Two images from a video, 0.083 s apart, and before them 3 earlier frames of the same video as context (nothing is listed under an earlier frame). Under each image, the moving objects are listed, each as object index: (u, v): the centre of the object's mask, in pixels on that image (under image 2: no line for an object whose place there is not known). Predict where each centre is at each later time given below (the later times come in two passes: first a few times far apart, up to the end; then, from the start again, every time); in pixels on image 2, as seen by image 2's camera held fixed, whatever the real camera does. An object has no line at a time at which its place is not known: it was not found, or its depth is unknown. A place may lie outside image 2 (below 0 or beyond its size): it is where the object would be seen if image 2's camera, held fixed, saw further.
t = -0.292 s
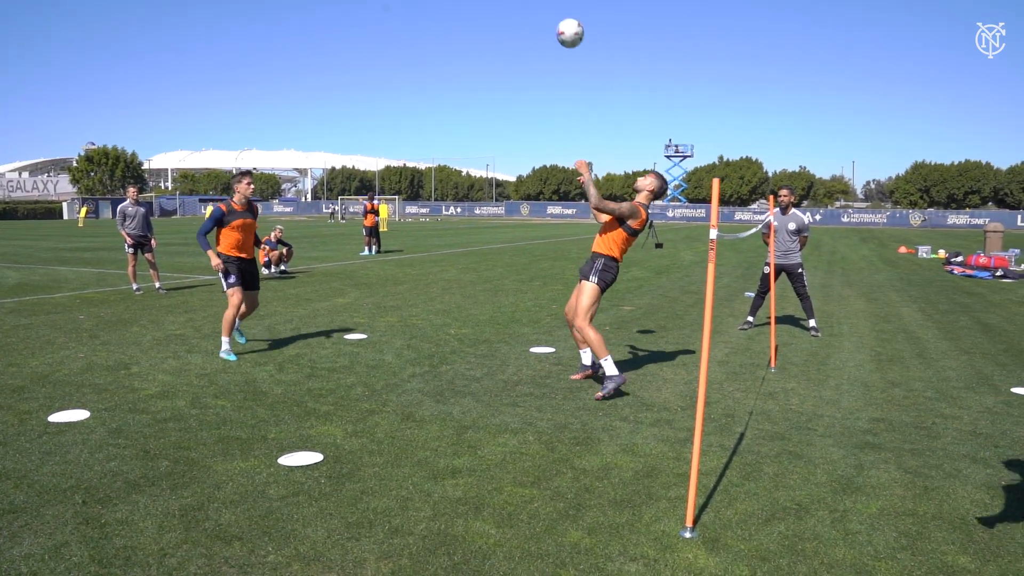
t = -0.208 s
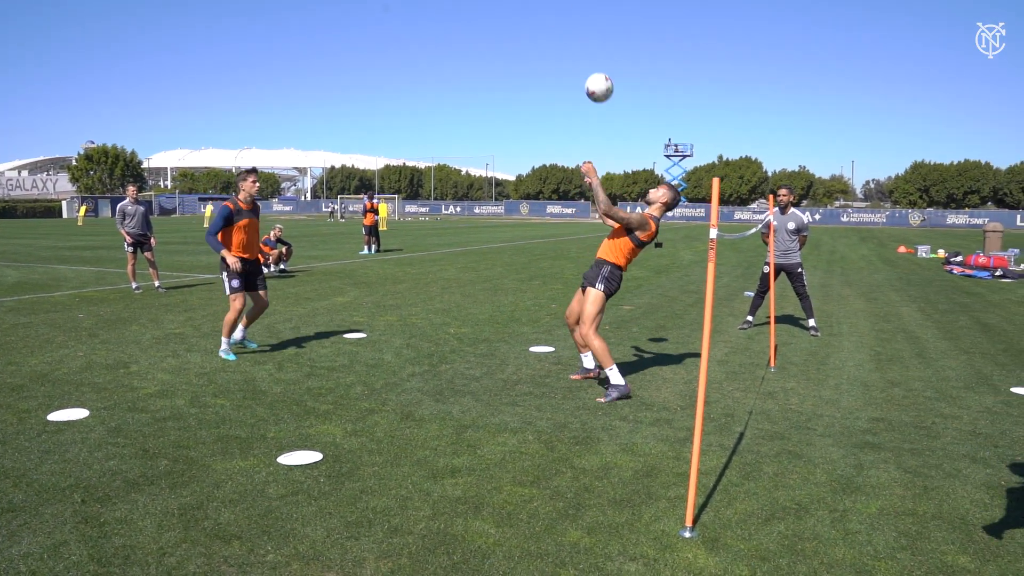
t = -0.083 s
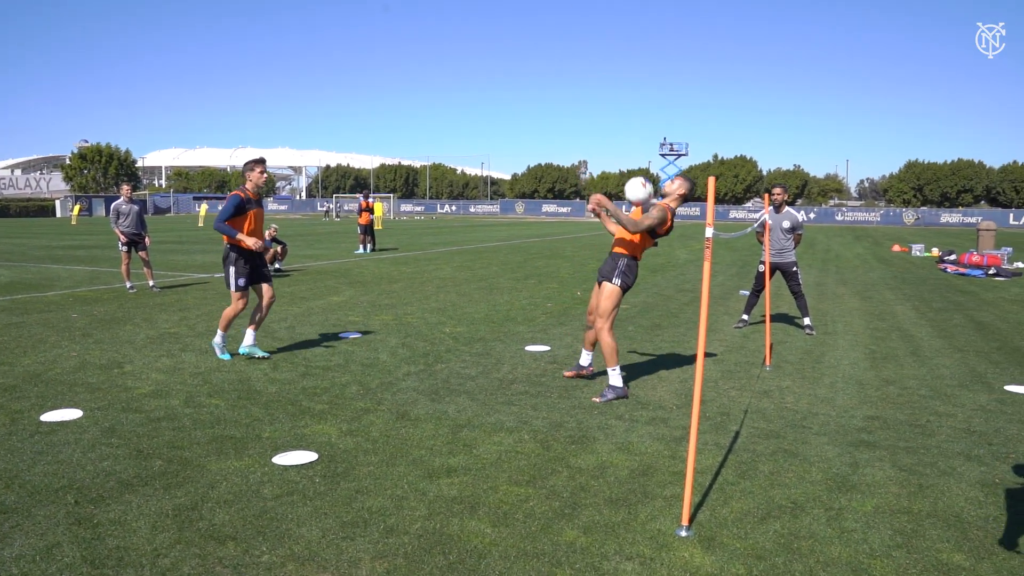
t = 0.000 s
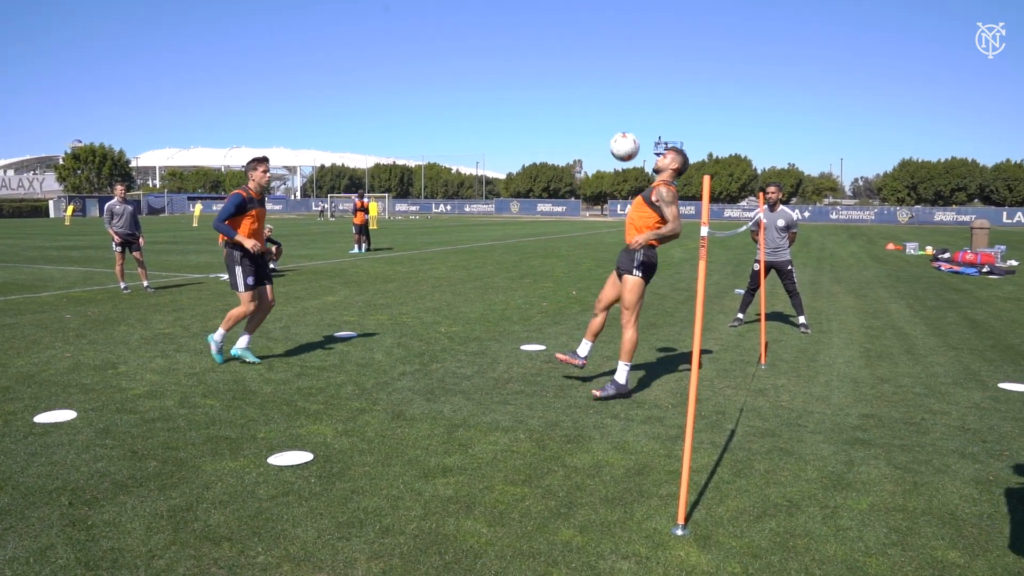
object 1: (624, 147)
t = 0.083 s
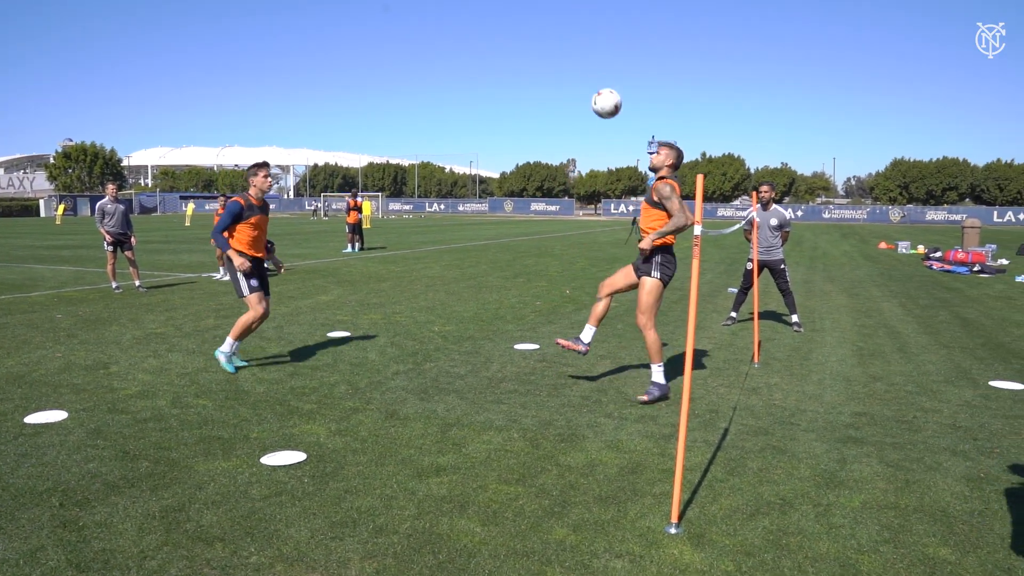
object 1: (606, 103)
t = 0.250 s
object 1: (582, 45)
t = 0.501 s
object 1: (544, 27)
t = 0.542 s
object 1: (537, 33)
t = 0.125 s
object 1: (600, 85)
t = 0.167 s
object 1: (594, 69)
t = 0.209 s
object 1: (588, 56)
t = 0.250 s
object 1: (582, 45)
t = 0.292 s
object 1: (576, 36)
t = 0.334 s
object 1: (569, 30)
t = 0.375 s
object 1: (563, 25)
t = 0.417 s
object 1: (557, 23)
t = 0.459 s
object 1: (550, 24)
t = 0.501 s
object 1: (544, 27)
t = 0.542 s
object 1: (537, 33)
